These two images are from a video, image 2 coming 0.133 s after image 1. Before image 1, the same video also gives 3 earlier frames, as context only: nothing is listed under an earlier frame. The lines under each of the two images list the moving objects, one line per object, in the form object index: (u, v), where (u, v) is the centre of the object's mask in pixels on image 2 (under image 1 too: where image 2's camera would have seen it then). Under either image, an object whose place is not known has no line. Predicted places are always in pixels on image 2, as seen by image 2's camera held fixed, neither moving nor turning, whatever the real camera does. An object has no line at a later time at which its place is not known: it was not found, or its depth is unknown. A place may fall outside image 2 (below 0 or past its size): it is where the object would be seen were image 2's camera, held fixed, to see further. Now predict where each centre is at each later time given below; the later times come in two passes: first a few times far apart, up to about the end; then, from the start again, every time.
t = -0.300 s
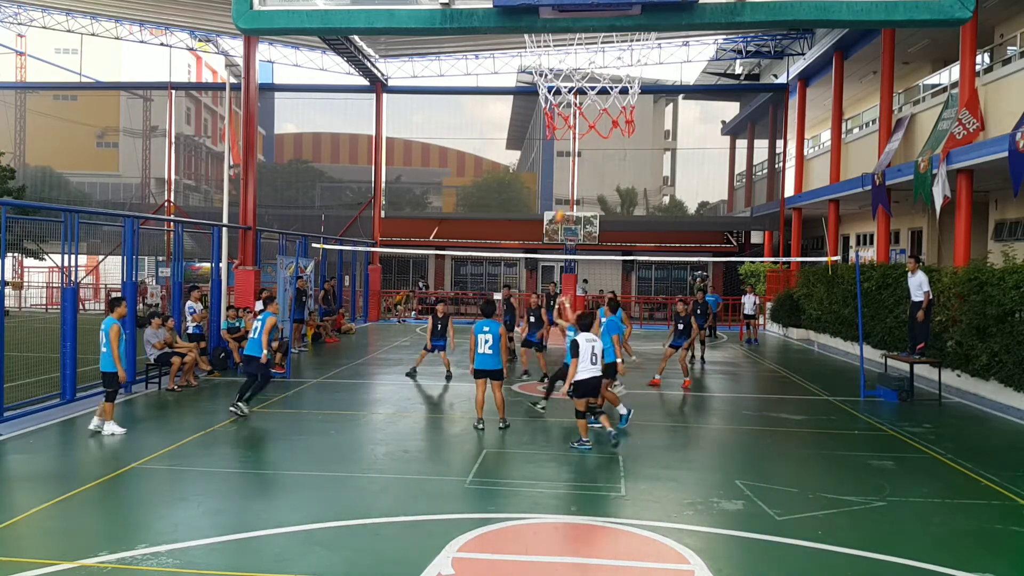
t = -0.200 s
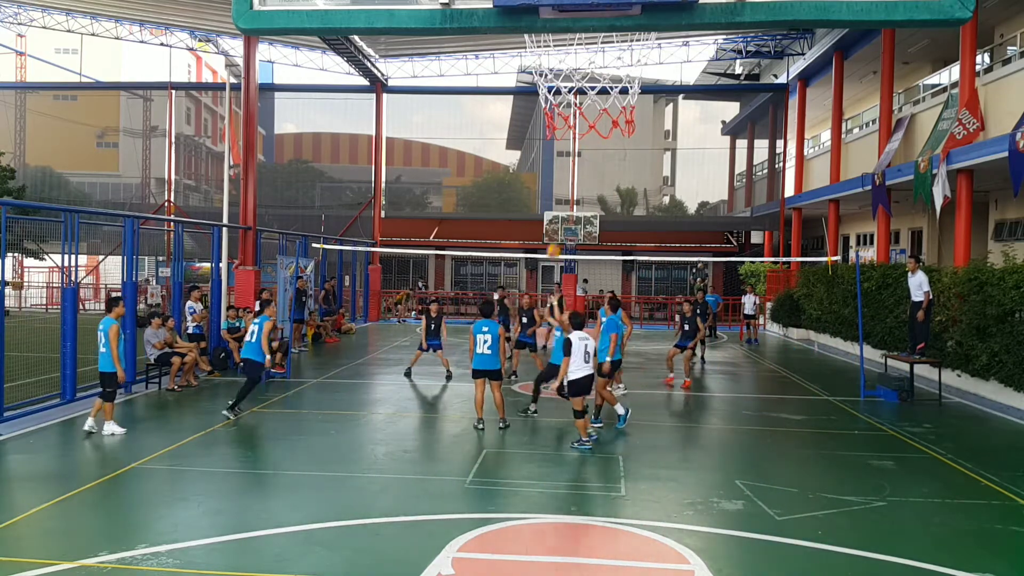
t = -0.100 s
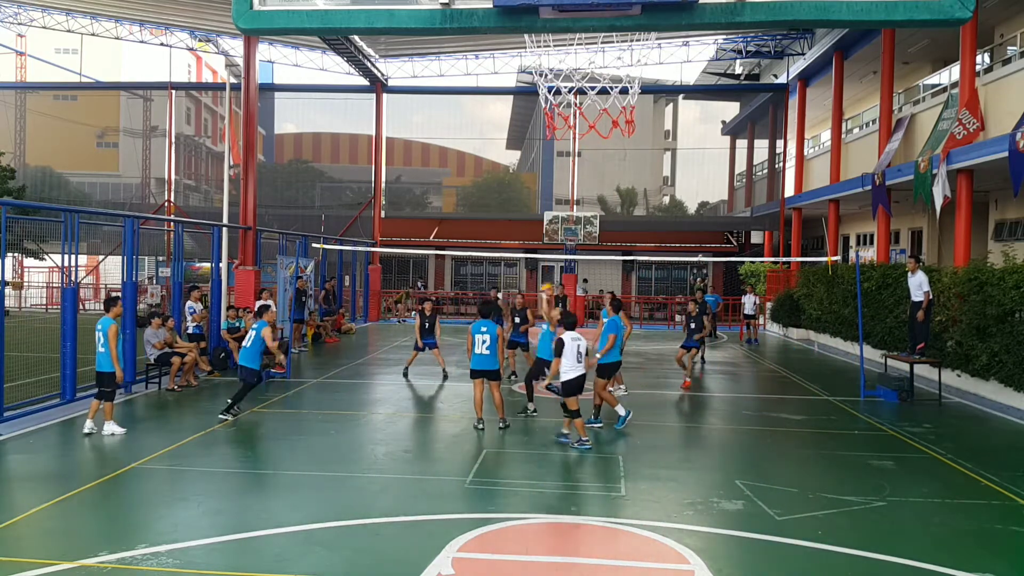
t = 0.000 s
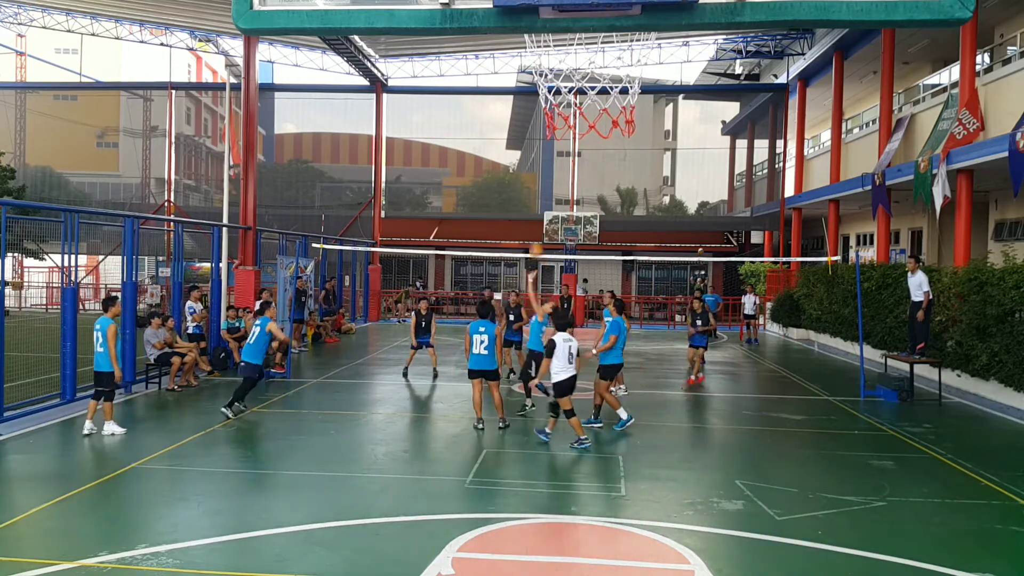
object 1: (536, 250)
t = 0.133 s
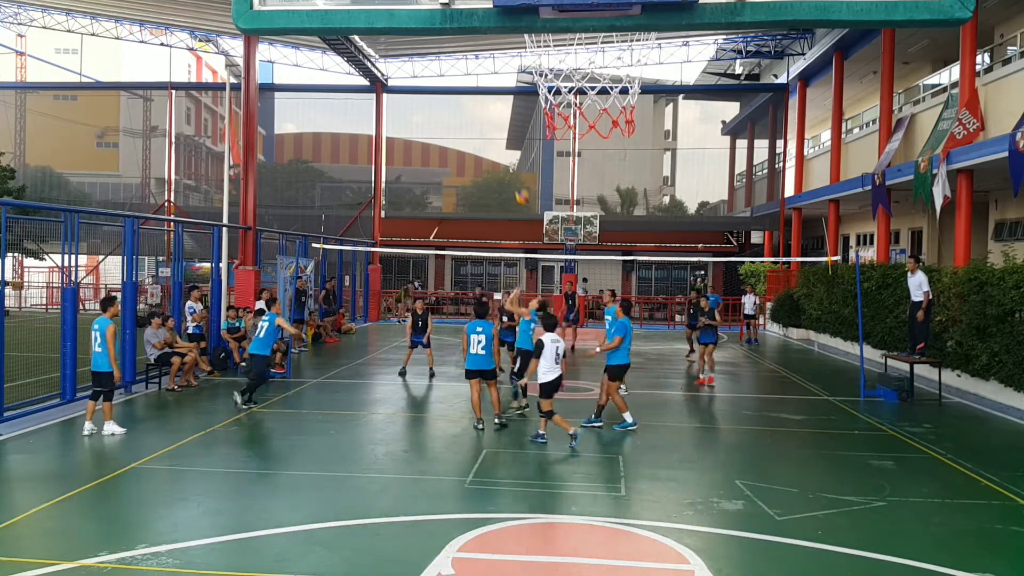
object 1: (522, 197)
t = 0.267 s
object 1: (508, 158)
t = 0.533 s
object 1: (481, 113)
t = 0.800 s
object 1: (455, 114)
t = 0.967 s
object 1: (439, 137)
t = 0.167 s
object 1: (519, 186)
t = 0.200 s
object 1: (515, 175)
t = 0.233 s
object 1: (512, 167)
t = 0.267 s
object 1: (508, 158)
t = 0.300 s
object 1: (504, 149)
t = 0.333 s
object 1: (501, 142)
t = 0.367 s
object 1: (498, 135)
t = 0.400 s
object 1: (495, 129)
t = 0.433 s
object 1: (491, 124)
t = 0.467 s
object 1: (487, 120)
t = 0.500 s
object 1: (484, 116)
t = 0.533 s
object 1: (481, 113)
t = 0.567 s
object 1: (477, 111)
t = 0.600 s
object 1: (474, 109)
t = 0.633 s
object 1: (471, 108)
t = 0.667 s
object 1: (468, 108)
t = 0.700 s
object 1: (464, 109)
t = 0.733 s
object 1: (461, 110)
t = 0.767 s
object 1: (458, 112)
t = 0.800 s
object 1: (455, 114)
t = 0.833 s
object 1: (452, 117)
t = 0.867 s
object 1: (448, 121)
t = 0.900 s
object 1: (445, 126)
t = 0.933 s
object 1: (442, 131)
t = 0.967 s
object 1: (439, 137)
